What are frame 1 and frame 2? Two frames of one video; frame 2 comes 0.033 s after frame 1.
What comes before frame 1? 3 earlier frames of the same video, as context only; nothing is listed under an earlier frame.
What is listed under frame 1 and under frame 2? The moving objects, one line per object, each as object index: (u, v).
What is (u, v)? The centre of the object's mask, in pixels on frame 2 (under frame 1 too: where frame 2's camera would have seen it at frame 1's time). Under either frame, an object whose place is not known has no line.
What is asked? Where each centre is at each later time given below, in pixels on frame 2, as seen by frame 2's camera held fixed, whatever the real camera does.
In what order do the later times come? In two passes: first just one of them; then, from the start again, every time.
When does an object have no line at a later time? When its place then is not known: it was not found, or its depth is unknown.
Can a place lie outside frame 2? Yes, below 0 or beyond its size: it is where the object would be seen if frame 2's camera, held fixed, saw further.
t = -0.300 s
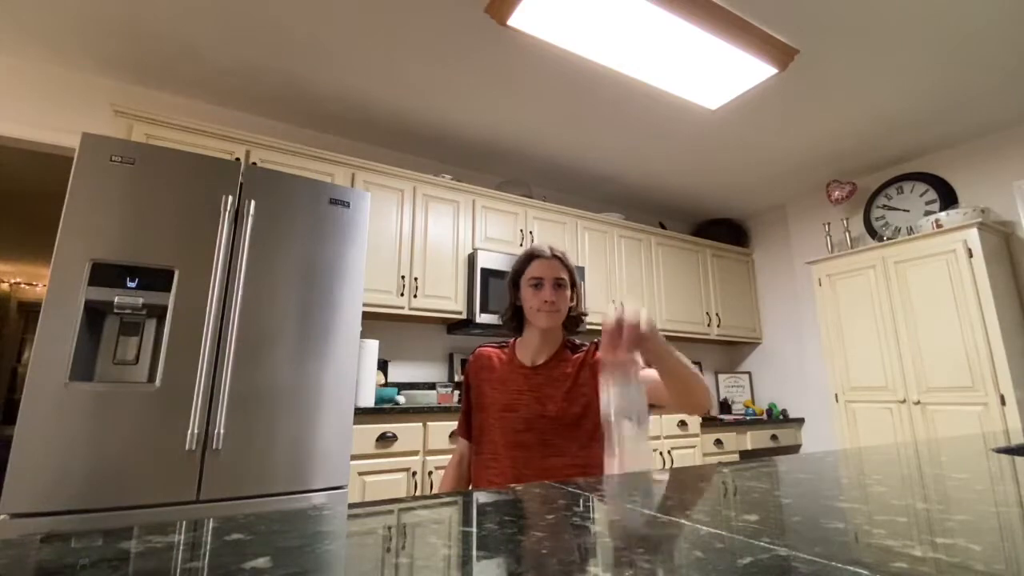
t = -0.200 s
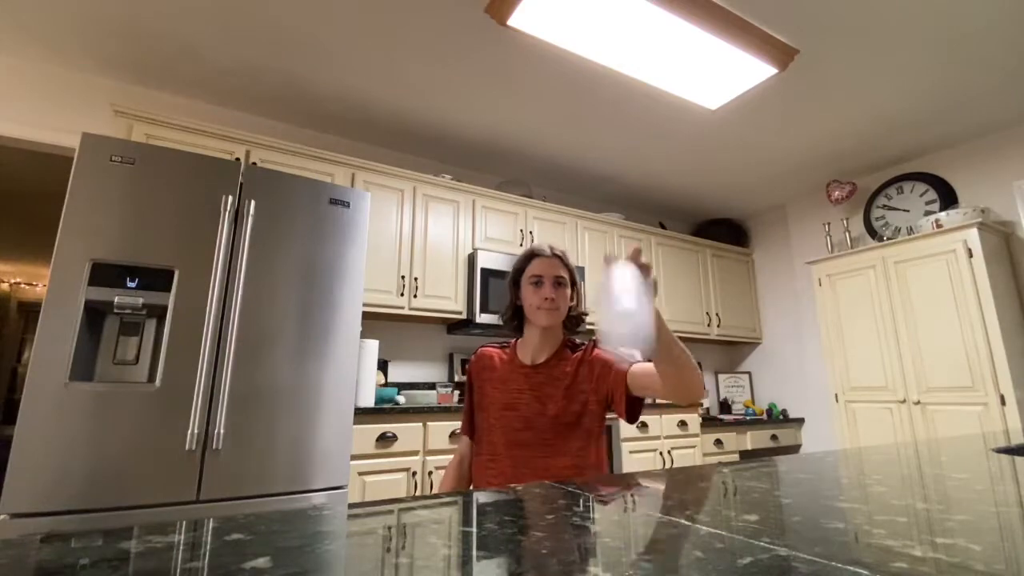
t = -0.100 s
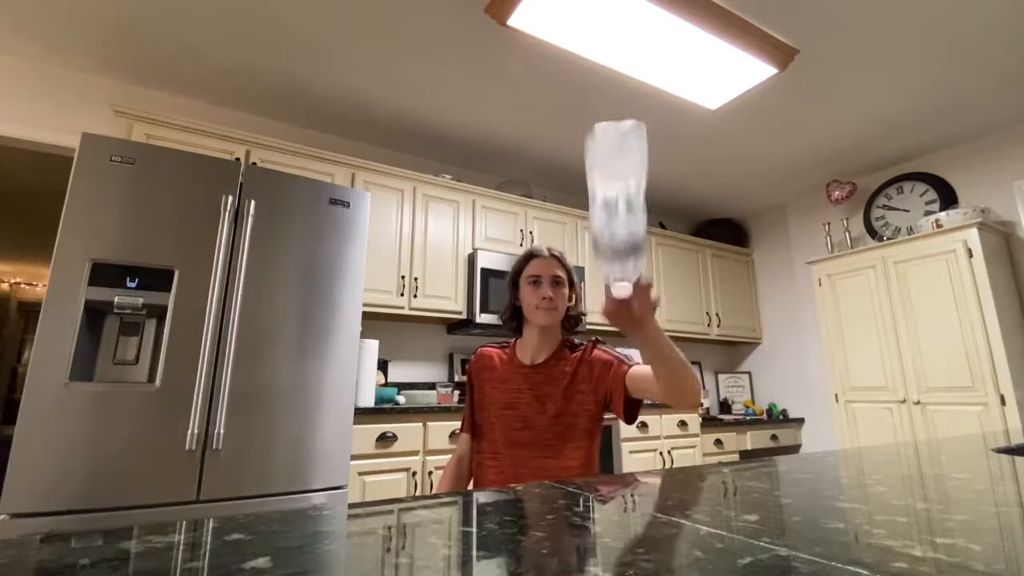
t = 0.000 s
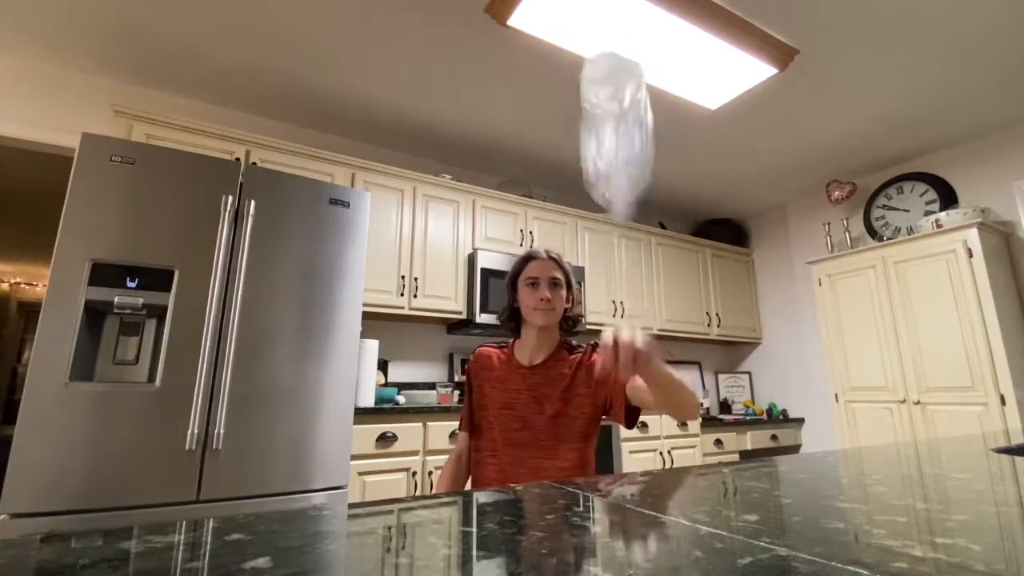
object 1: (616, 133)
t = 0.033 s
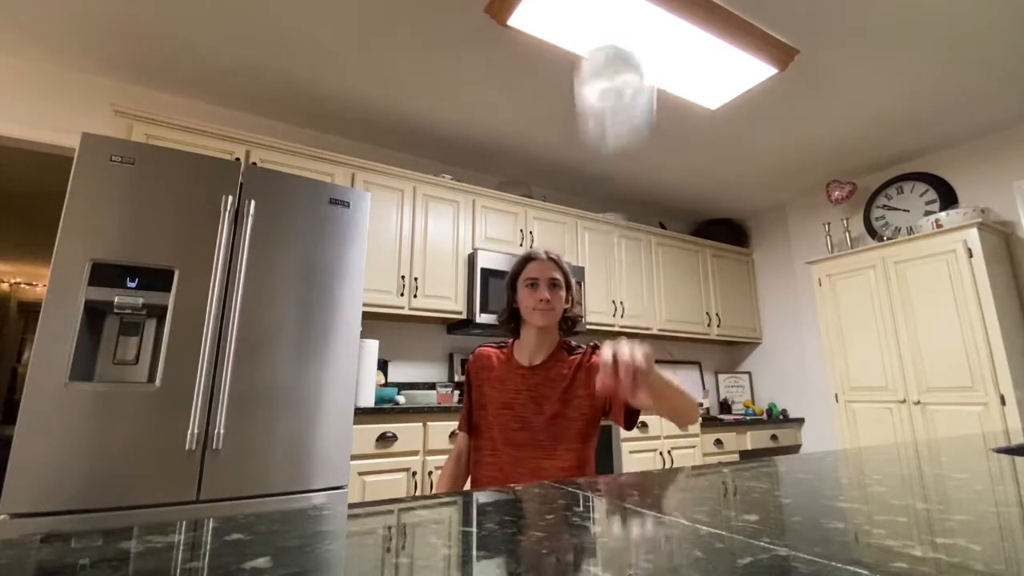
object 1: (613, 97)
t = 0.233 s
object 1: (621, 213)
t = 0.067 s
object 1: (608, 63)
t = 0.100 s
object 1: (610, 67)
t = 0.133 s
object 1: (610, 83)
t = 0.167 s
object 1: (613, 107)
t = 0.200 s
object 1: (616, 164)
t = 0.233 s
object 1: (621, 213)
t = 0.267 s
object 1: (628, 335)
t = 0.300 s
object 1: (631, 360)
